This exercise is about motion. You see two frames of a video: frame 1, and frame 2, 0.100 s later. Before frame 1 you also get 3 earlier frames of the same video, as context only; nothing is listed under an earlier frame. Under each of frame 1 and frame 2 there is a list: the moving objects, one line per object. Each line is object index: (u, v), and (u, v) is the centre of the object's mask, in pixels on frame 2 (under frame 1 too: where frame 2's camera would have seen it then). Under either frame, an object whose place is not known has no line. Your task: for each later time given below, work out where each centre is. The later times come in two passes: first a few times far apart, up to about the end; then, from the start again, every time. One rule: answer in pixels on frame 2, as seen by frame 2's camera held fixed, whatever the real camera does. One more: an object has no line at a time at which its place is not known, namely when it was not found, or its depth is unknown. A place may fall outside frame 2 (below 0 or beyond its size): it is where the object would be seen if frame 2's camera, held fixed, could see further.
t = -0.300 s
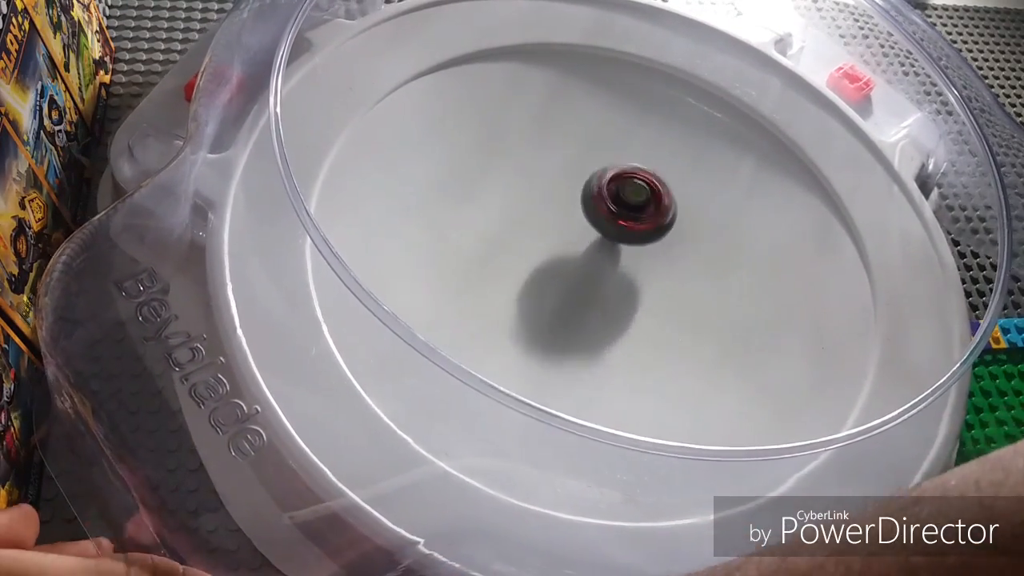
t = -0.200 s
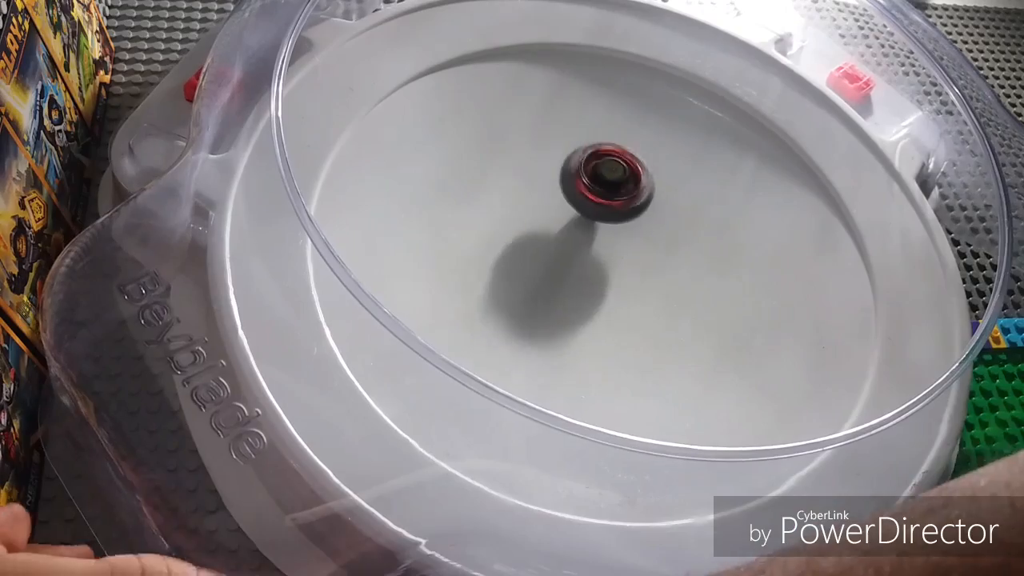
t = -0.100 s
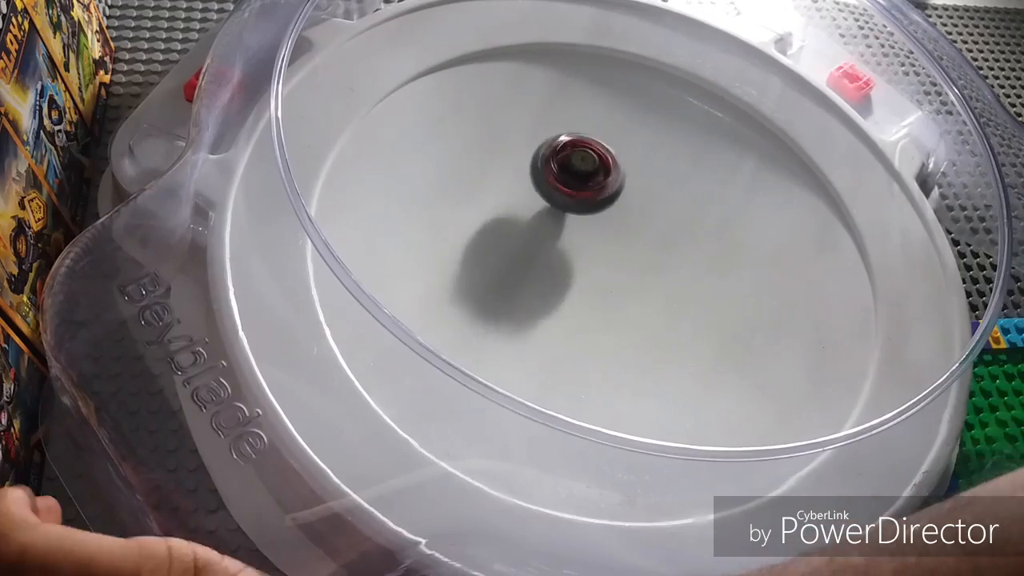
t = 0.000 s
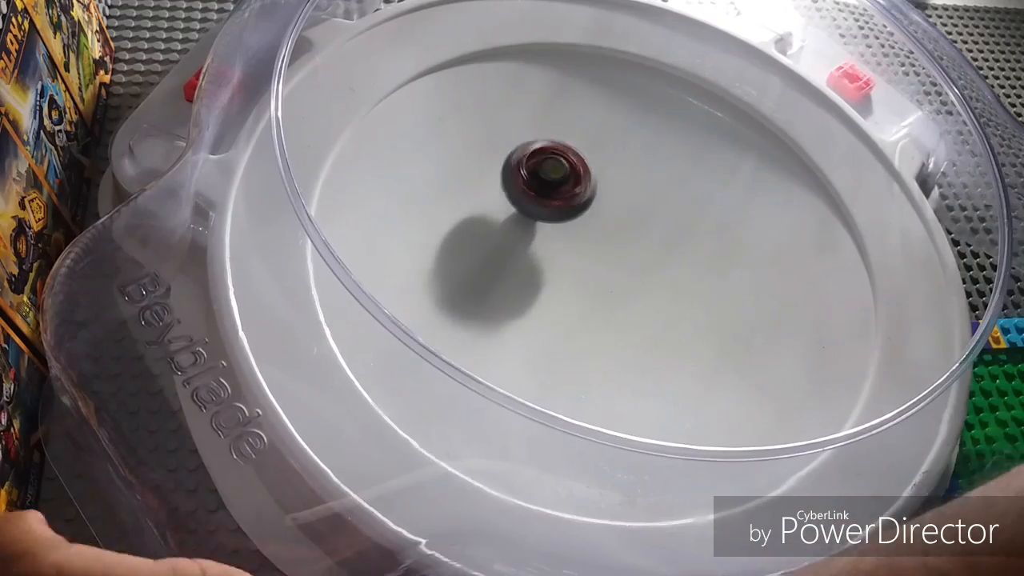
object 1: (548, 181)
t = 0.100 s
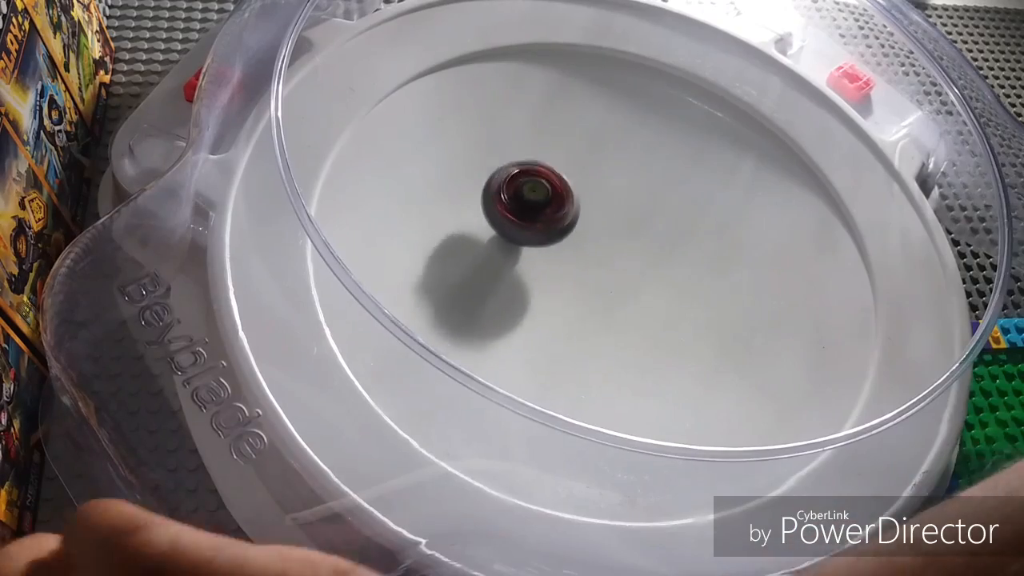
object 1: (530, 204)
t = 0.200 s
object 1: (532, 236)
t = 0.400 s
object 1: (590, 288)
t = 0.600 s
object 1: (661, 284)
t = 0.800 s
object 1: (679, 234)
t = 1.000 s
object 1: (629, 199)
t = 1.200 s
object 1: (563, 216)
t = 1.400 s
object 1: (544, 274)
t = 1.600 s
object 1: (591, 325)
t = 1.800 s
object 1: (652, 312)
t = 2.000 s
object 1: (650, 254)
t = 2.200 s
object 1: (590, 213)
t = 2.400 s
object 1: (525, 217)
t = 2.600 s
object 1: (509, 265)
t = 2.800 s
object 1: (563, 303)
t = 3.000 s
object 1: (625, 281)
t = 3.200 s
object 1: (635, 225)
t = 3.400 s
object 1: (593, 184)
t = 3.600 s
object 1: (539, 193)
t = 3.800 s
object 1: (538, 248)
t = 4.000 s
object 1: (599, 290)
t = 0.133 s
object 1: (528, 214)
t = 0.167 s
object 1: (529, 225)
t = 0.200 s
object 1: (532, 236)
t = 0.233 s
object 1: (538, 247)
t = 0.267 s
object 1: (546, 258)
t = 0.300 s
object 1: (555, 267)
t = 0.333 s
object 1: (565, 276)
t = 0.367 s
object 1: (577, 283)
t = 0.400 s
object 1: (590, 288)
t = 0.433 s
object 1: (603, 292)
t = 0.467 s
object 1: (616, 294)
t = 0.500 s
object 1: (629, 294)
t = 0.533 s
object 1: (641, 292)
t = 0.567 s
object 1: (652, 288)
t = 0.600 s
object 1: (661, 284)
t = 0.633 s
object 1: (669, 277)
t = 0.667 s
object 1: (675, 269)
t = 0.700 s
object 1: (679, 260)
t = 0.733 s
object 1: (681, 252)
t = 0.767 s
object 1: (681, 242)
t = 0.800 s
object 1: (679, 234)
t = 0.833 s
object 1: (674, 226)
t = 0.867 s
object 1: (668, 218)
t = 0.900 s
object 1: (660, 211)
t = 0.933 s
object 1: (651, 206)
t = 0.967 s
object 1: (640, 201)
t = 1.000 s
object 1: (629, 199)
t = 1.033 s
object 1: (617, 198)
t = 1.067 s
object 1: (605, 199)
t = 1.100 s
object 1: (593, 200)
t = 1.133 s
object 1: (582, 204)
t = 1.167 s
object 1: (571, 209)
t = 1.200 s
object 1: (563, 216)
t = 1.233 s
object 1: (555, 223)
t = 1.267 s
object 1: (549, 232)
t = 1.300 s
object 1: (546, 242)
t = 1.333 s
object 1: (543, 252)
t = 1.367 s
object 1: (543, 263)
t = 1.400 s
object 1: (544, 274)
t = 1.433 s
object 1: (548, 284)
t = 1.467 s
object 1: (553, 294)
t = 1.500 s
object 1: (561, 304)
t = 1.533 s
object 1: (569, 312)
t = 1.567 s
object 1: (580, 319)
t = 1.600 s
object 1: (591, 325)
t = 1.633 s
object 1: (603, 328)
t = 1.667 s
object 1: (615, 329)
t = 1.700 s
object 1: (626, 328)
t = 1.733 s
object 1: (637, 325)
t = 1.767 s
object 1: (646, 320)
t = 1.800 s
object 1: (652, 312)
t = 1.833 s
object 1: (658, 304)
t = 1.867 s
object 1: (660, 294)
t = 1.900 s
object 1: (661, 284)
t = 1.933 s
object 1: (659, 274)
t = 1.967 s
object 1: (655, 264)
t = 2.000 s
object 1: (650, 254)
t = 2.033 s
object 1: (642, 245)
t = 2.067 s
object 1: (634, 236)
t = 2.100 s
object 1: (624, 229)
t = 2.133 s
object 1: (614, 222)
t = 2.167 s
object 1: (603, 216)
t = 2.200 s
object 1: (590, 213)
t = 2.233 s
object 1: (579, 210)
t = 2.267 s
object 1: (567, 208)
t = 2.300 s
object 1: (555, 208)
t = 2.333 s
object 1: (544, 210)
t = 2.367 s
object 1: (534, 213)
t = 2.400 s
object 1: (525, 217)
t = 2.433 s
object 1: (518, 223)
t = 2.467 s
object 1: (511, 230)
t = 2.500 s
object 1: (508, 238)
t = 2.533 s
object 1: (506, 247)
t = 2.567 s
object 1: (506, 256)
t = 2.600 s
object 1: (509, 265)
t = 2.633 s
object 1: (513, 274)
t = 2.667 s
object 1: (520, 282)
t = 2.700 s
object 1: (529, 289)
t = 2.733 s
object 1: (539, 295)
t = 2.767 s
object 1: (551, 300)
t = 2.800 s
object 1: (563, 303)
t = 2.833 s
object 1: (575, 303)
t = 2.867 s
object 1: (587, 302)
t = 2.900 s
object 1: (599, 299)
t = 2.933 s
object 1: (609, 295)
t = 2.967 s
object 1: (618, 288)
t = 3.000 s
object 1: (625, 281)
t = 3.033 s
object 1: (631, 273)
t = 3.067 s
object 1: (635, 263)
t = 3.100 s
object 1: (638, 254)
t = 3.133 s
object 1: (638, 244)
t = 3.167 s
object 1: (637, 234)
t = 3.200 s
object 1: (635, 225)
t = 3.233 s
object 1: (630, 215)
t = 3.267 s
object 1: (625, 207)
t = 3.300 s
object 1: (619, 199)
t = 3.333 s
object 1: (611, 193)
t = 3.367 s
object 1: (603, 187)
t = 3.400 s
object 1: (593, 184)
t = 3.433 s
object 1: (583, 181)
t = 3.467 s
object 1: (574, 180)
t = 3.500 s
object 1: (564, 180)
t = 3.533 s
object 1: (554, 183)
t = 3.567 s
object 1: (546, 187)
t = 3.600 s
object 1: (539, 193)
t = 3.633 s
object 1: (534, 200)
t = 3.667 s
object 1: (530, 208)
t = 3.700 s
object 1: (528, 218)
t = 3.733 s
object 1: (529, 228)
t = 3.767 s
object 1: (532, 238)
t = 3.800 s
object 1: (538, 248)
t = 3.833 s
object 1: (545, 258)
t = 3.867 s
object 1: (553, 267)
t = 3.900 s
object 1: (563, 275)
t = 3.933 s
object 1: (574, 281)
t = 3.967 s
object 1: (586, 286)
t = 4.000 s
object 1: (599, 290)
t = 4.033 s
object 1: (611, 291)
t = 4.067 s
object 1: (623, 292)
